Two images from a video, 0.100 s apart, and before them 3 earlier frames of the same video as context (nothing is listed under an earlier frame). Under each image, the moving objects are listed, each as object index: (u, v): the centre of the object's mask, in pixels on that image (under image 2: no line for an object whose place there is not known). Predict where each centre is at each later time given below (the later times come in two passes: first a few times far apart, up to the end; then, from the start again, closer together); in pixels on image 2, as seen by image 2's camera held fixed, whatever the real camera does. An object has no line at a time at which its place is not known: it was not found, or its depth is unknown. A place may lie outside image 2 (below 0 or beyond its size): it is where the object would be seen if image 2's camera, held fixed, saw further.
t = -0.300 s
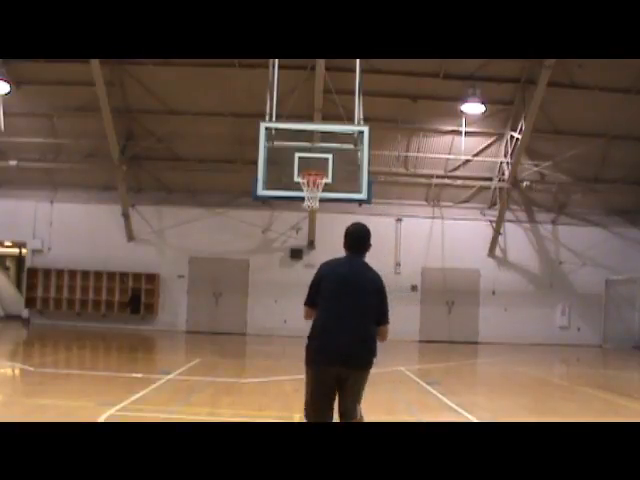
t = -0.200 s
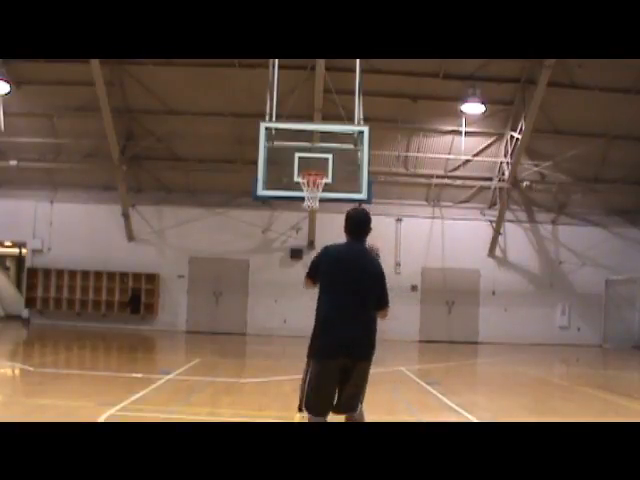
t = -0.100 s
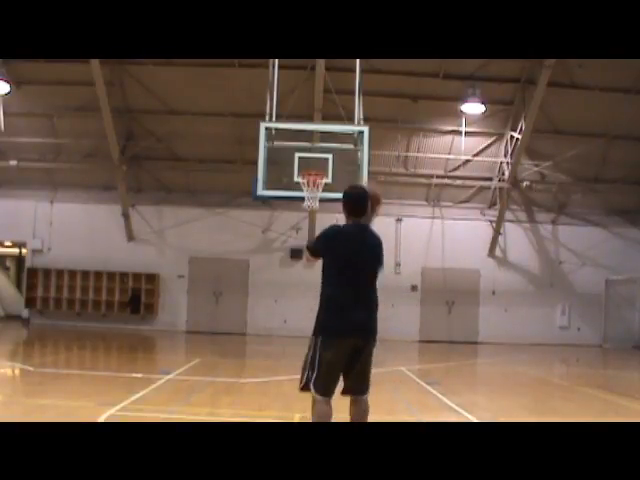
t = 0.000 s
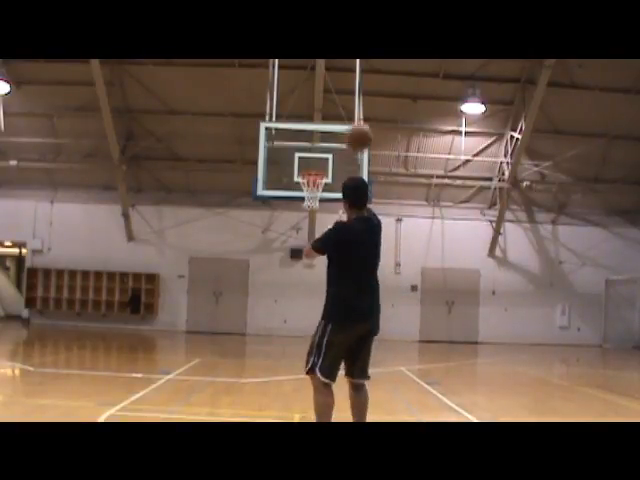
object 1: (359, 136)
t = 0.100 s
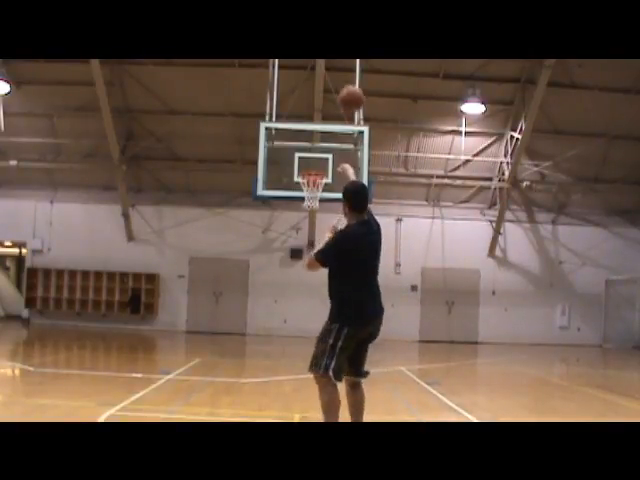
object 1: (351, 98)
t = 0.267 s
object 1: (340, 70)
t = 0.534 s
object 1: (327, 78)
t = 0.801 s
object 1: (314, 132)
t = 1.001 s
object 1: (312, 180)
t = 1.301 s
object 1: (319, 185)
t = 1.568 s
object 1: (310, 210)
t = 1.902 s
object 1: (292, 294)
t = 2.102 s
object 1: (282, 356)
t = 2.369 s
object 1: (276, 287)
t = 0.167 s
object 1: (346, 81)
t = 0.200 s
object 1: (344, 75)
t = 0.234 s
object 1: (342, 72)
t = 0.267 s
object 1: (340, 70)
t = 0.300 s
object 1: (339, 68)
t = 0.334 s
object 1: (337, 68)
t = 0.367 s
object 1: (336, 67)
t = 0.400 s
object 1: (334, 68)
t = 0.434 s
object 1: (333, 69)
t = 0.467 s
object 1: (331, 71)
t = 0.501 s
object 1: (329, 74)
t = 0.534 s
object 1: (327, 78)
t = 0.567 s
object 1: (325, 82)
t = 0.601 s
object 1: (324, 88)
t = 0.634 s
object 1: (323, 93)
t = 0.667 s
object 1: (321, 100)
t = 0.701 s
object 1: (319, 105)
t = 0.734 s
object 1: (319, 113)
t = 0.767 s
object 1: (317, 121)
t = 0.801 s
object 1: (314, 132)
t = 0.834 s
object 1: (314, 138)
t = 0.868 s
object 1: (313, 147)
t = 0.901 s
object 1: (312, 155)
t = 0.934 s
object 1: (310, 166)
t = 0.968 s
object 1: (310, 175)
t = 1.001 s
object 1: (312, 180)
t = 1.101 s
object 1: (319, 185)
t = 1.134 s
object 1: (320, 181)
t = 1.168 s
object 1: (321, 180)
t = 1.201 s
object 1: (317, 184)
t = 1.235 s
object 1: (317, 184)
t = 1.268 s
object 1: (319, 184)
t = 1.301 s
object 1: (319, 185)
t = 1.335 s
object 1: (319, 186)
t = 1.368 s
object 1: (320, 187)
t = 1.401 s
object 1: (317, 196)
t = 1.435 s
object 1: (315, 197)
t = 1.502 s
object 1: (313, 204)
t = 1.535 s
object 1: (311, 207)
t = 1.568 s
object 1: (310, 210)
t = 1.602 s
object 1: (309, 213)
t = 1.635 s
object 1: (307, 220)
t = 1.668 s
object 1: (305, 228)
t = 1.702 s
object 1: (304, 235)
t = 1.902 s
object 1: (292, 294)
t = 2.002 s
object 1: (287, 329)
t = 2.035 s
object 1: (284, 343)
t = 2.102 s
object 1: (282, 356)
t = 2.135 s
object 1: (281, 346)
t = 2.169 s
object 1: (280, 334)
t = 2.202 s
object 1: (279, 325)
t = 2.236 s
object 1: (279, 316)
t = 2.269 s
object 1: (278, 307)
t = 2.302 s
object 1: (278, 300)
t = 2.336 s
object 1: (277, 294)
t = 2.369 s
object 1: (276, 287)
